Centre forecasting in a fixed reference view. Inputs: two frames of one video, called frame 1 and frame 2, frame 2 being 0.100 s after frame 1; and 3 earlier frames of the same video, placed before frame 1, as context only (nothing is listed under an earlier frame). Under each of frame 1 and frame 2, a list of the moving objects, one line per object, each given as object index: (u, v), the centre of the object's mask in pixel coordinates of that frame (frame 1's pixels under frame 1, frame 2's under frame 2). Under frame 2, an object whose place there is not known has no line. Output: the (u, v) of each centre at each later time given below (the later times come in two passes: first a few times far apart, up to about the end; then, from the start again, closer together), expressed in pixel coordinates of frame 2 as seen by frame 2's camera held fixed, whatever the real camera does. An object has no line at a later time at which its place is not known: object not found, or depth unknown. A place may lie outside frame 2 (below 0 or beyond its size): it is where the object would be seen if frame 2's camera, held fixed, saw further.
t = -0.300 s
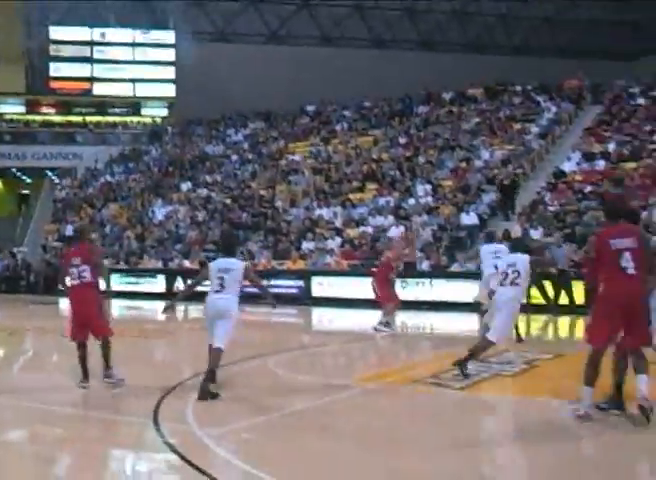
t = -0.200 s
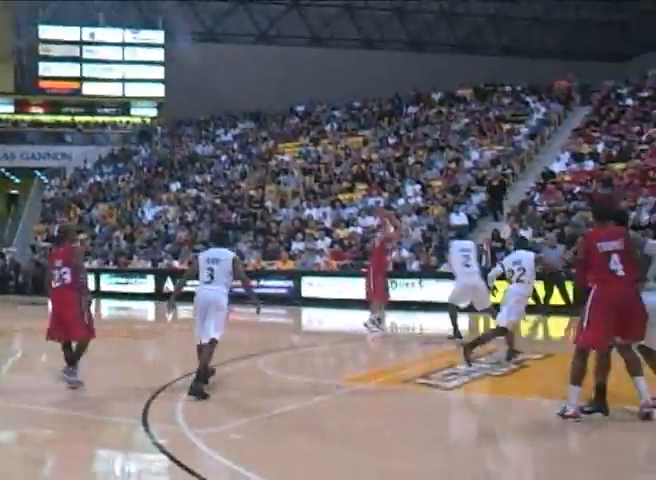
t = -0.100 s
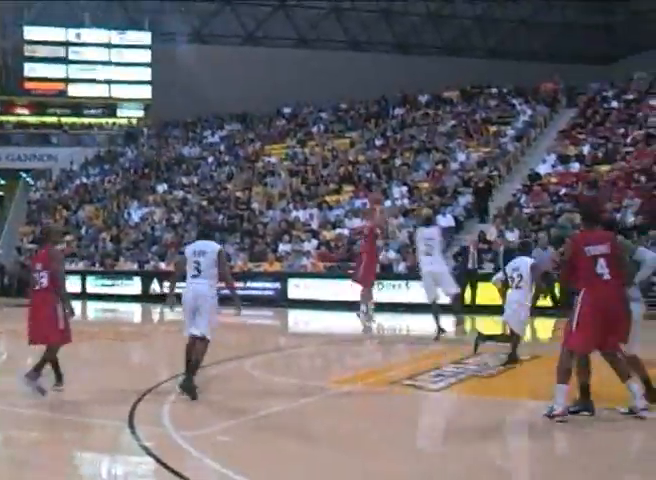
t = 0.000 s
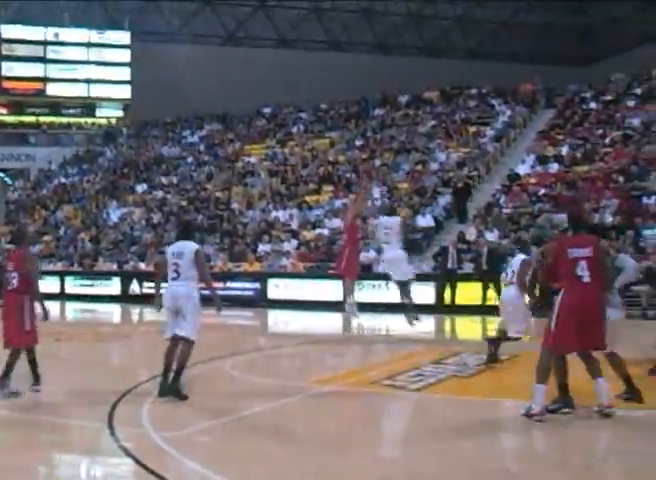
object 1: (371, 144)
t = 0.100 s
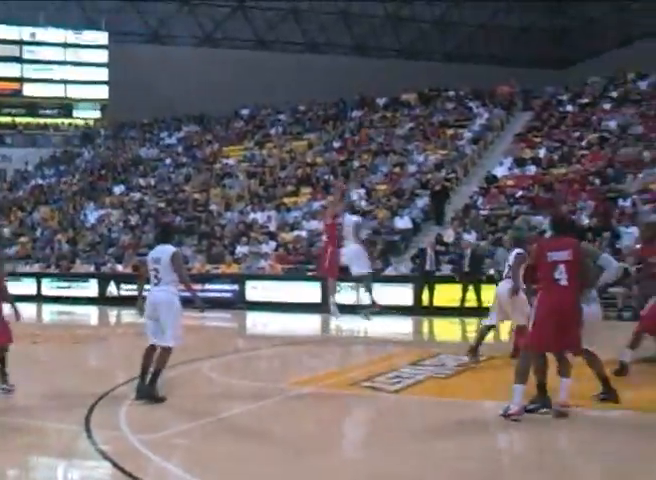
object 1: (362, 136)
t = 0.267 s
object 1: (399, 83)
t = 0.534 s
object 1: (463, 27)
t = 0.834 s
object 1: (549, 14)
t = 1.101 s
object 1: (644, 60)
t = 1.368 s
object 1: (711, 168)
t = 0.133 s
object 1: (368, 121)
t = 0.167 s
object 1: (377, 112)
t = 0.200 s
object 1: (384, 102)
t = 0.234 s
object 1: (392, 93)
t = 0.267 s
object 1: (399, 83)
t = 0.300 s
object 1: (406, 74)
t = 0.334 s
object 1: (414, 65)
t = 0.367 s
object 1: (421, 57)
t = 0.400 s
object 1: (430, 50)
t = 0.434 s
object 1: (438, 45)
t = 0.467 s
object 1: (445, 39)
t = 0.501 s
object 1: (453, 31)
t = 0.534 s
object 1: (463, 27)
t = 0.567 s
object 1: (471, 23)
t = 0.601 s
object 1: (480, 20)
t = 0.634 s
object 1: (489, 17)
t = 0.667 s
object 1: (499, 15)
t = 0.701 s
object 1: (508, 13)
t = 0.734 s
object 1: (518, 12)
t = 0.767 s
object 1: (529, 11)
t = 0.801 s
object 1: (538, 12)
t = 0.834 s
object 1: (549, 14)
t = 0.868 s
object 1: (559, 16)
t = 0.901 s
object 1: (570, 19)
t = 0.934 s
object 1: (582, 23)
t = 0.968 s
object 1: (594, 28)
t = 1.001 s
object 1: (605, 34)
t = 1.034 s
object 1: (617, 40)
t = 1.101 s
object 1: (644, 60)
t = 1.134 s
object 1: (659, 68)
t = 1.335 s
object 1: (711, 150)
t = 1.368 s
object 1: (711, 168)
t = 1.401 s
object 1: (713, 178)
